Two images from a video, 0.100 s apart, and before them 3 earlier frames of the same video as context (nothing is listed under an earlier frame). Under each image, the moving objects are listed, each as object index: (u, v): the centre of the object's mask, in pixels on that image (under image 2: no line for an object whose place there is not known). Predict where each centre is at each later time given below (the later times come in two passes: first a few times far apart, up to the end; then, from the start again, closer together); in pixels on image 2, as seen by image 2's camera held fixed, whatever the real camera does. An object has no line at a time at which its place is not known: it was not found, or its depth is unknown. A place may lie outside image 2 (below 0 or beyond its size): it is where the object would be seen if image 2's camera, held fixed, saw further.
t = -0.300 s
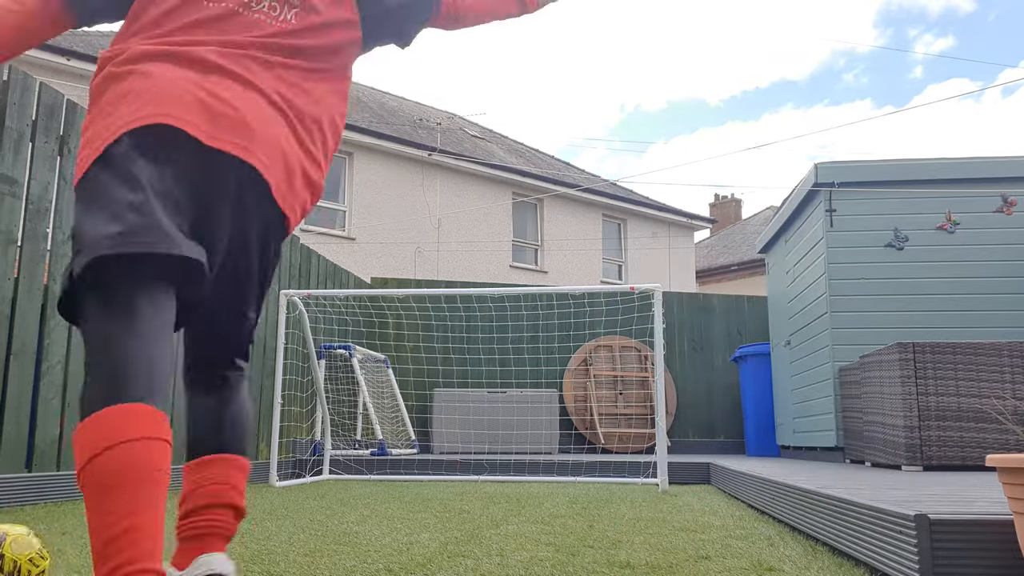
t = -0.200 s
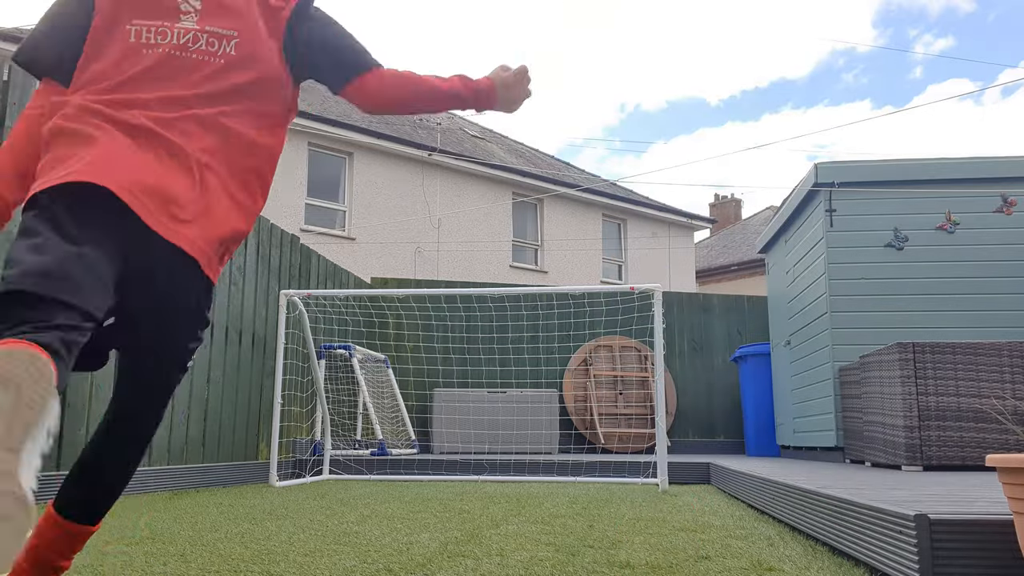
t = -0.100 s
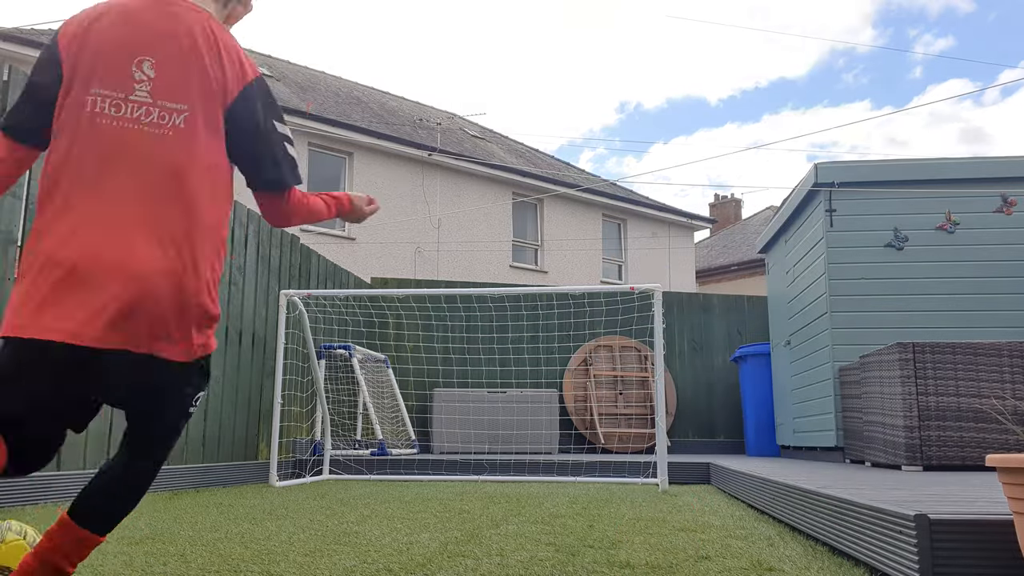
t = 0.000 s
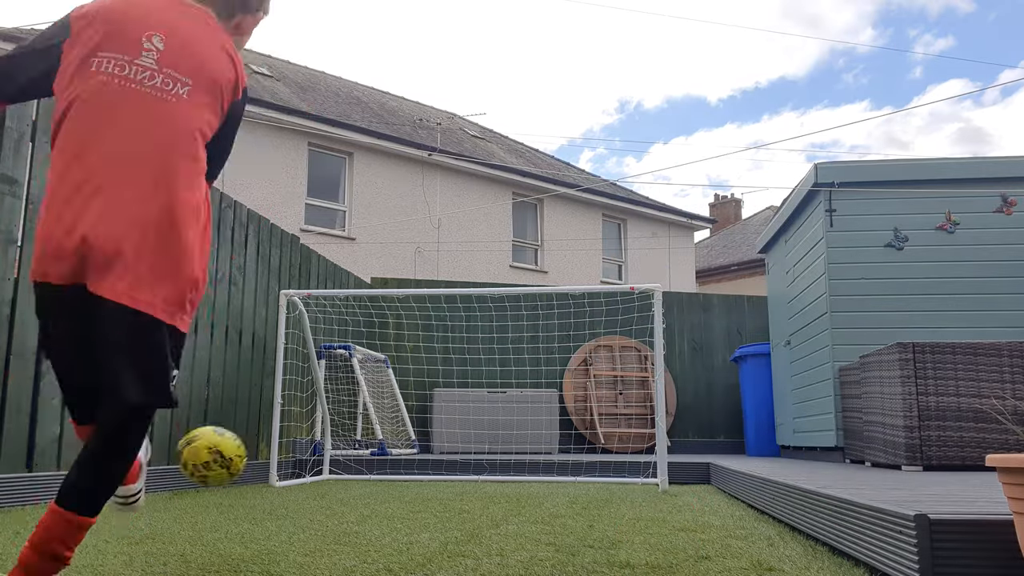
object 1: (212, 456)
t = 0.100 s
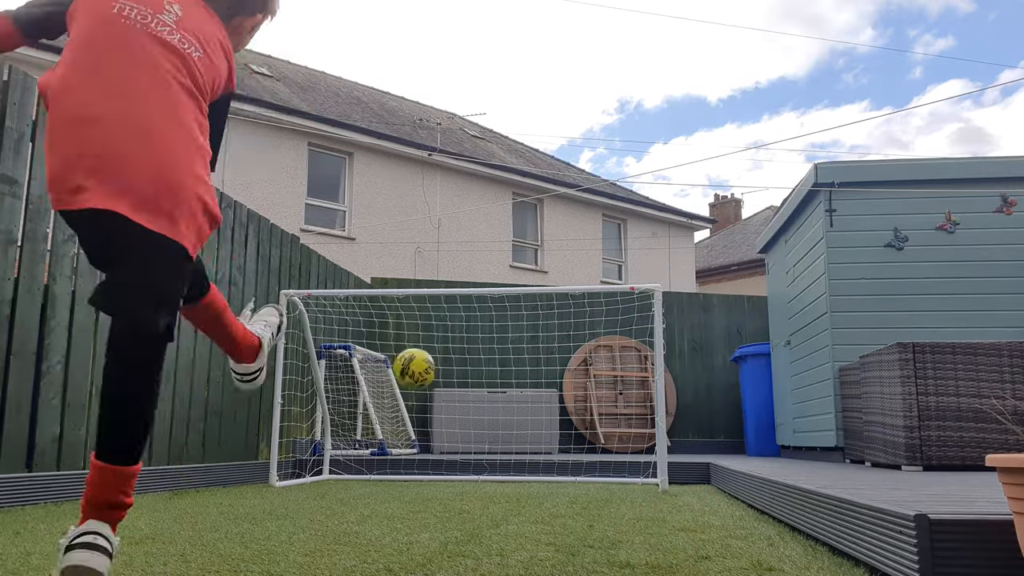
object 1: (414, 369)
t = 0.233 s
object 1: (540, 340)
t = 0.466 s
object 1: (611, 413)
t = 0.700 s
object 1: (576, 391)
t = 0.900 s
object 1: (540, 336)
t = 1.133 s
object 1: (492, 346)
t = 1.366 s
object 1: (431, 466)
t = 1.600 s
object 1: (364, 420)
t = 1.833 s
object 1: (282, 440)
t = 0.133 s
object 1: (454, 357)
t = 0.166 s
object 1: (488, 348)
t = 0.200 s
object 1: (516, 341)
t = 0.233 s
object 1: (540, 340)
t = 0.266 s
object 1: (560, 339)
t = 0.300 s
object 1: (578, 340)
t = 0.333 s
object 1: (595, 341)
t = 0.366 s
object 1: (610, 345)
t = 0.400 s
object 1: (616, 357)
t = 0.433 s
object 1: (614, 383)
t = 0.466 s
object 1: (611, 413)
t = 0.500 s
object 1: (608, 446)
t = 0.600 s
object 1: (593, 440)
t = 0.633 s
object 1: (587, 421)
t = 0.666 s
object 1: (582, 405)
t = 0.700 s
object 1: (576, 391)
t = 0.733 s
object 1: (570, 378)
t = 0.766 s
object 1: (563, 367)
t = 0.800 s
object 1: (558, 357)
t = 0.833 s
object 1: (553, 348)
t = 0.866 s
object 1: (546, 341)
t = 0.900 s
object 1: (540, 336)
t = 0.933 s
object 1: (533, 332)
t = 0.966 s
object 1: (526, 329)
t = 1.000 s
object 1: (520, 330)
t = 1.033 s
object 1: (513, 331)
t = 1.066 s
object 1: (506, 334)
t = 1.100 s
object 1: (499, 340)
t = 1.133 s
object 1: (492, 346)
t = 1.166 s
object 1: (484, 356)
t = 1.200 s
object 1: (476, 367)
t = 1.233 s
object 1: (468, 381)
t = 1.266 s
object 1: (459, 397)
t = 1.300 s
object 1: (450, 418)
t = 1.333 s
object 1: (441, 440)
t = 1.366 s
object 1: (431, 466)
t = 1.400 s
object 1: (421, 486)
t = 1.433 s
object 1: (413, 470)
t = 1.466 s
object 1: (404, 456)
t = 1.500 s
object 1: (394, 443)
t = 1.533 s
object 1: (384, 433)
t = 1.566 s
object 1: (374, 426)
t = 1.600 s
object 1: (364, 420)
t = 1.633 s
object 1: (354, 415)
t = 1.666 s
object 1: (344, 412)
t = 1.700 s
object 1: (333, 412)
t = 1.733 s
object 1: (321, 414)
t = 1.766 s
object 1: (308, 419)
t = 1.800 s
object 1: (295, 428)
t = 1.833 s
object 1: (282, 440)
